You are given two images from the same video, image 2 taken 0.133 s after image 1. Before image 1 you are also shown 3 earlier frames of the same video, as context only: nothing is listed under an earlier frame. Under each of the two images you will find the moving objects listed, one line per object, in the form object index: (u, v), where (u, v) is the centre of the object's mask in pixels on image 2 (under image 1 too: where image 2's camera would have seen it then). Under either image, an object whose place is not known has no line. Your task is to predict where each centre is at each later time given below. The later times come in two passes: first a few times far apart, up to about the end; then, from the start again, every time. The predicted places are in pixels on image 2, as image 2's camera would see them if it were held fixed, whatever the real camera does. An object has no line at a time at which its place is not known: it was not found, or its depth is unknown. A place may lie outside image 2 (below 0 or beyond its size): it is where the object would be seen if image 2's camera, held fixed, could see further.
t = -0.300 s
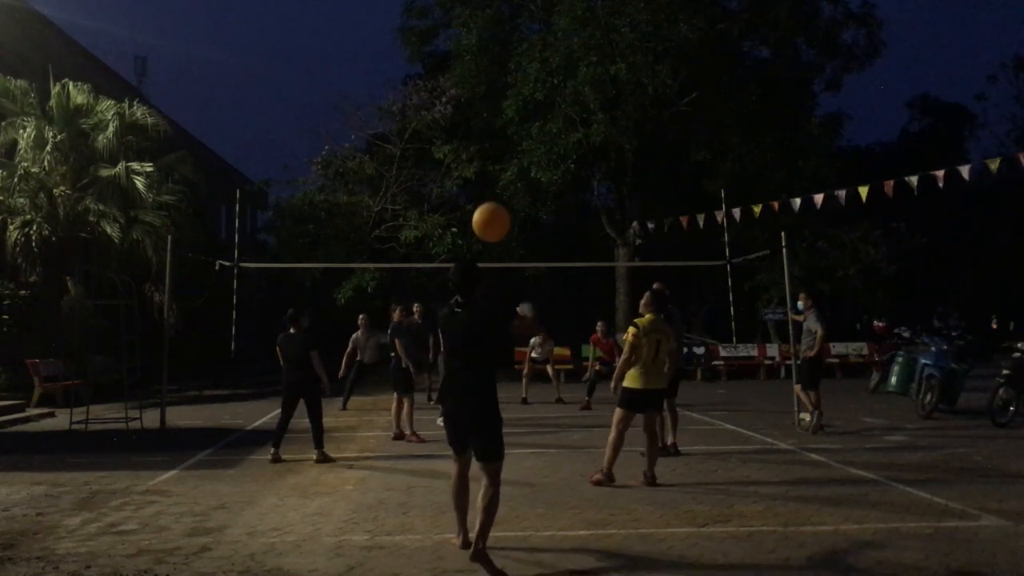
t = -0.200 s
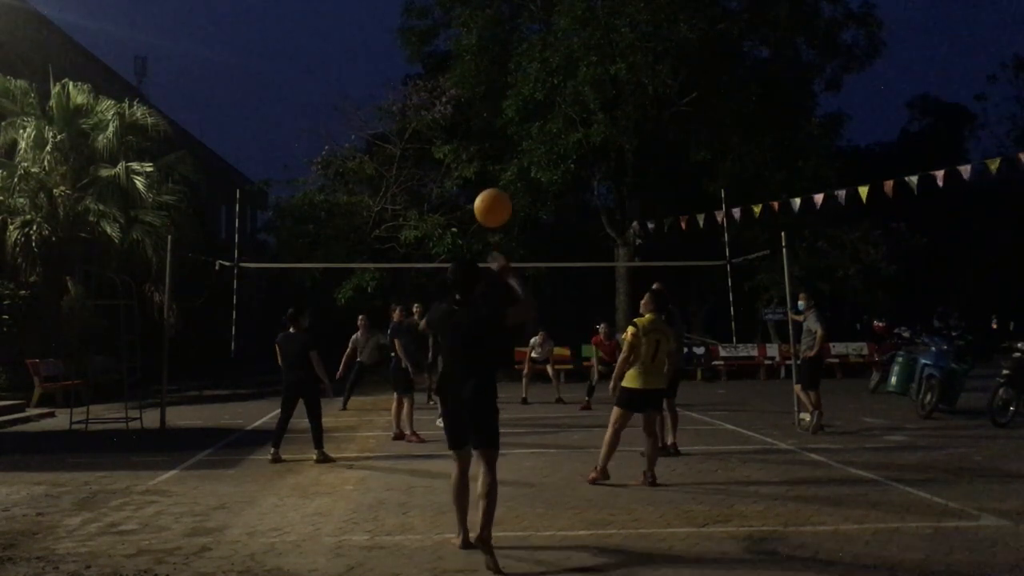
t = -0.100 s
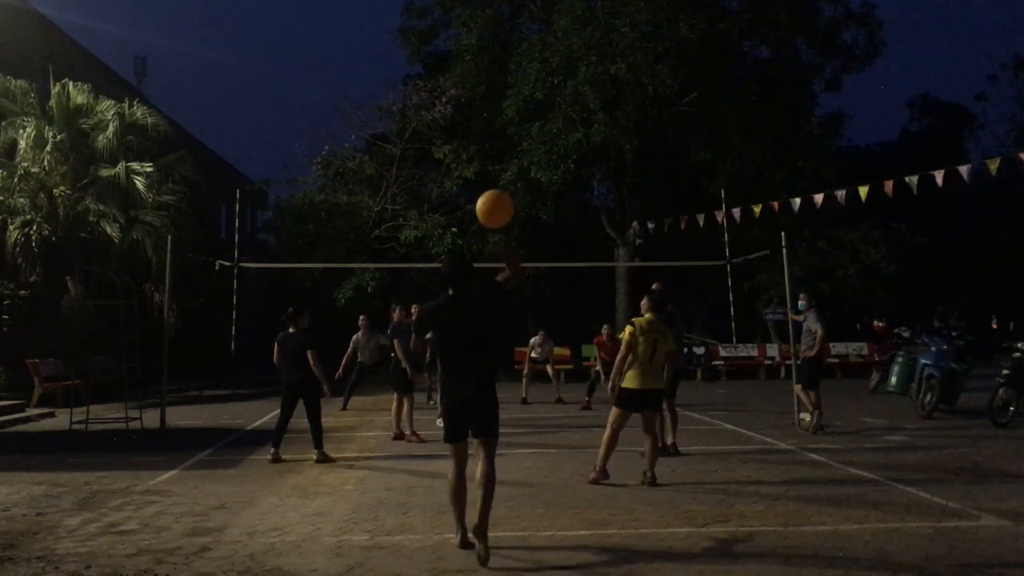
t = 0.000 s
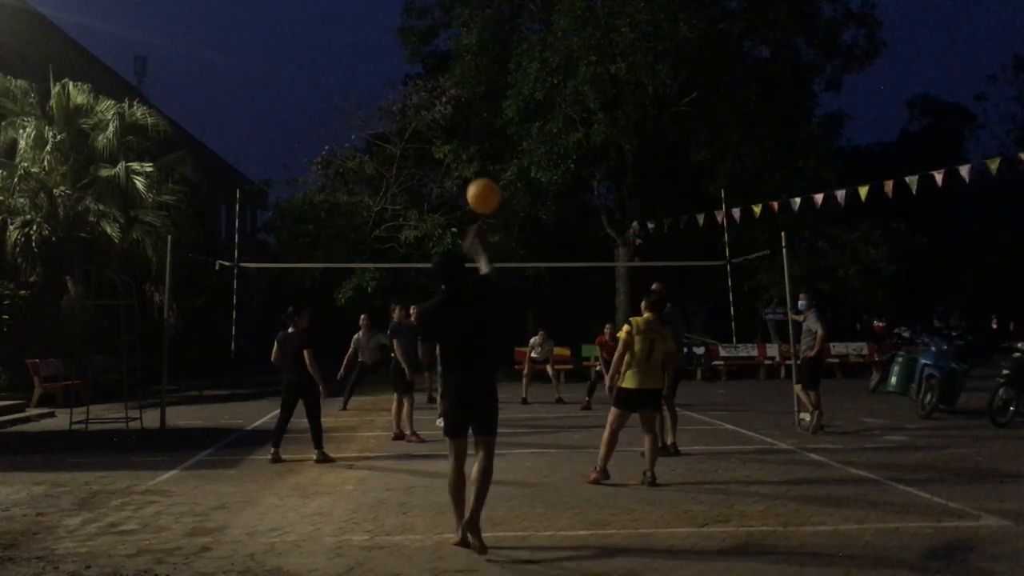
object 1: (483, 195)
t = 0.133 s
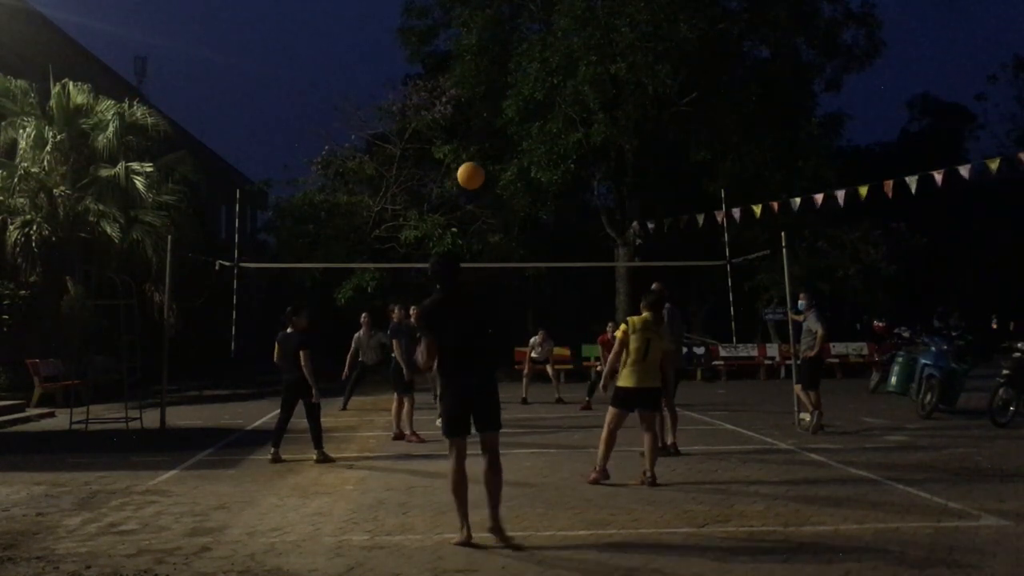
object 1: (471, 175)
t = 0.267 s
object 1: (465, 176)
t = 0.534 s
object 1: (458, 208)
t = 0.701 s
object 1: (456, 243)
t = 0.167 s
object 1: (469, 174)
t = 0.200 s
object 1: (468, 174)
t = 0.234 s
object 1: (467, 174)
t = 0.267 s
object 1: (465, 176)
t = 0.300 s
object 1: (463, 178)
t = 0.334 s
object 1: (463, 180)
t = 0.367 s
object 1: (462, 184)
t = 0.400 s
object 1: (460, 188)
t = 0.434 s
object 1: (460, 193)
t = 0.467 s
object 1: (459, 198)
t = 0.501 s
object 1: (458, 203)
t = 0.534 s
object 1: (458, 208)
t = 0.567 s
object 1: (458, 215)
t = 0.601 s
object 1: (458, 221)
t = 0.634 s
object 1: (457, 228)
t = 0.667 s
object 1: (457, 235)
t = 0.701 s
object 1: (456, 243)
